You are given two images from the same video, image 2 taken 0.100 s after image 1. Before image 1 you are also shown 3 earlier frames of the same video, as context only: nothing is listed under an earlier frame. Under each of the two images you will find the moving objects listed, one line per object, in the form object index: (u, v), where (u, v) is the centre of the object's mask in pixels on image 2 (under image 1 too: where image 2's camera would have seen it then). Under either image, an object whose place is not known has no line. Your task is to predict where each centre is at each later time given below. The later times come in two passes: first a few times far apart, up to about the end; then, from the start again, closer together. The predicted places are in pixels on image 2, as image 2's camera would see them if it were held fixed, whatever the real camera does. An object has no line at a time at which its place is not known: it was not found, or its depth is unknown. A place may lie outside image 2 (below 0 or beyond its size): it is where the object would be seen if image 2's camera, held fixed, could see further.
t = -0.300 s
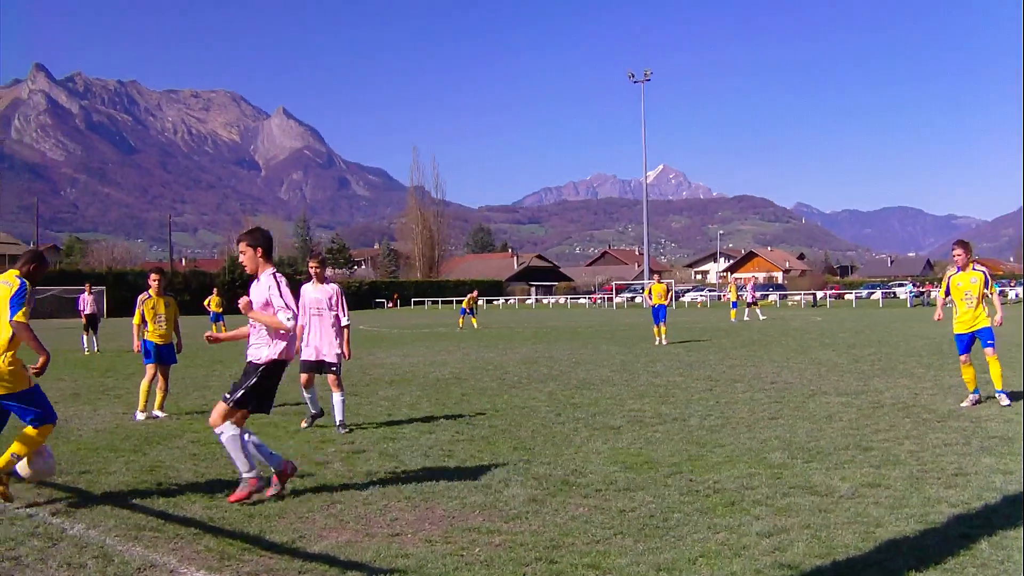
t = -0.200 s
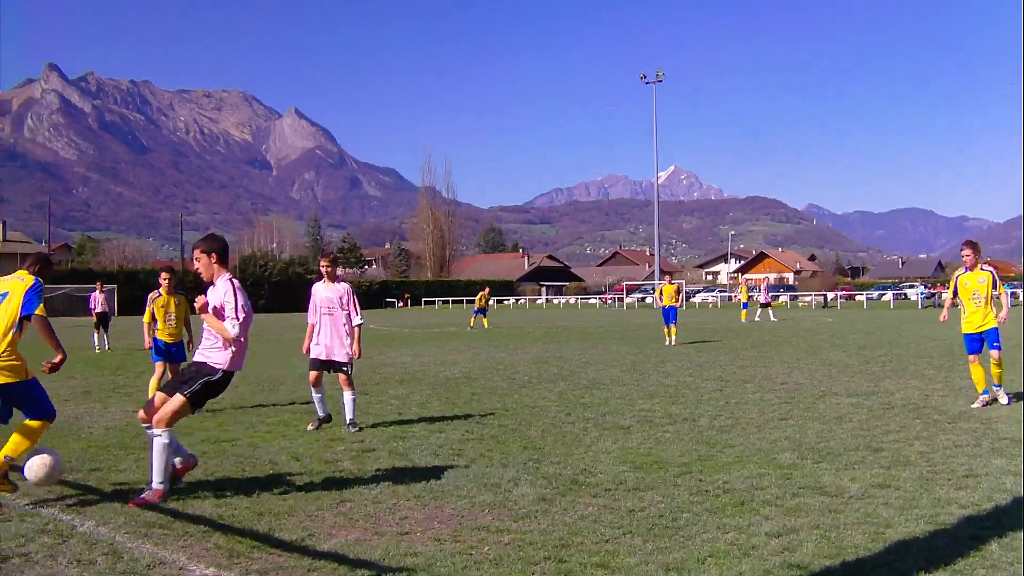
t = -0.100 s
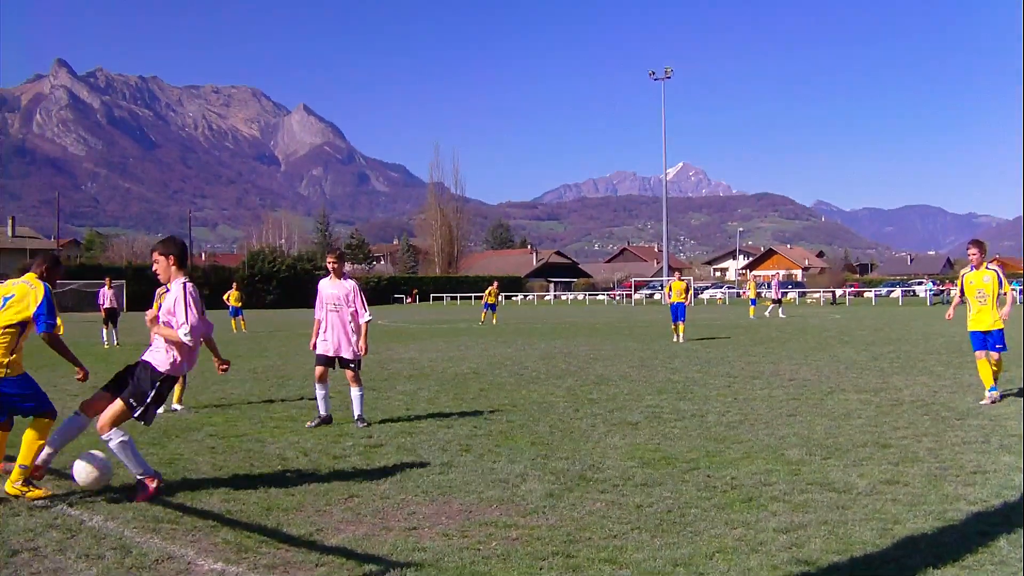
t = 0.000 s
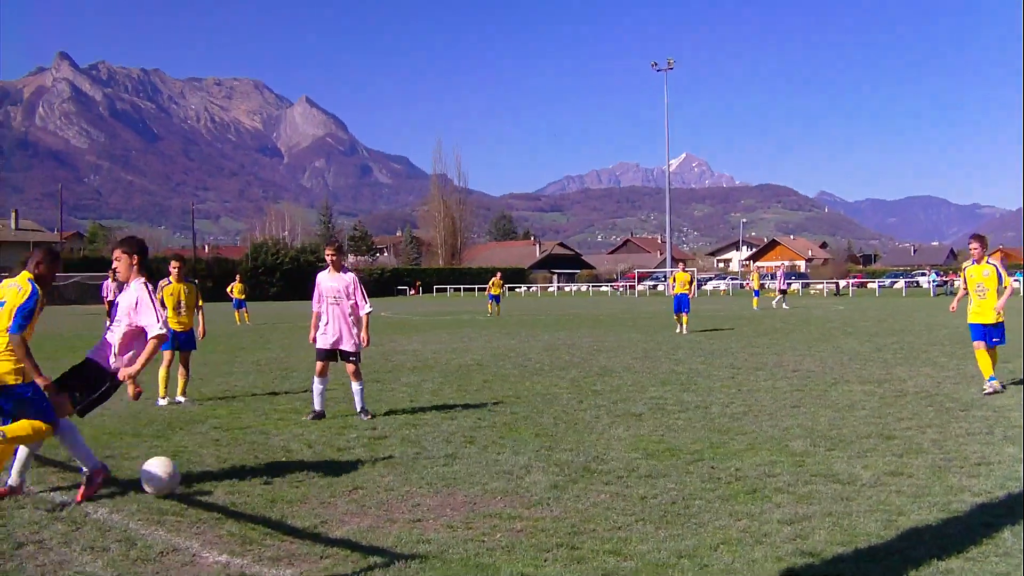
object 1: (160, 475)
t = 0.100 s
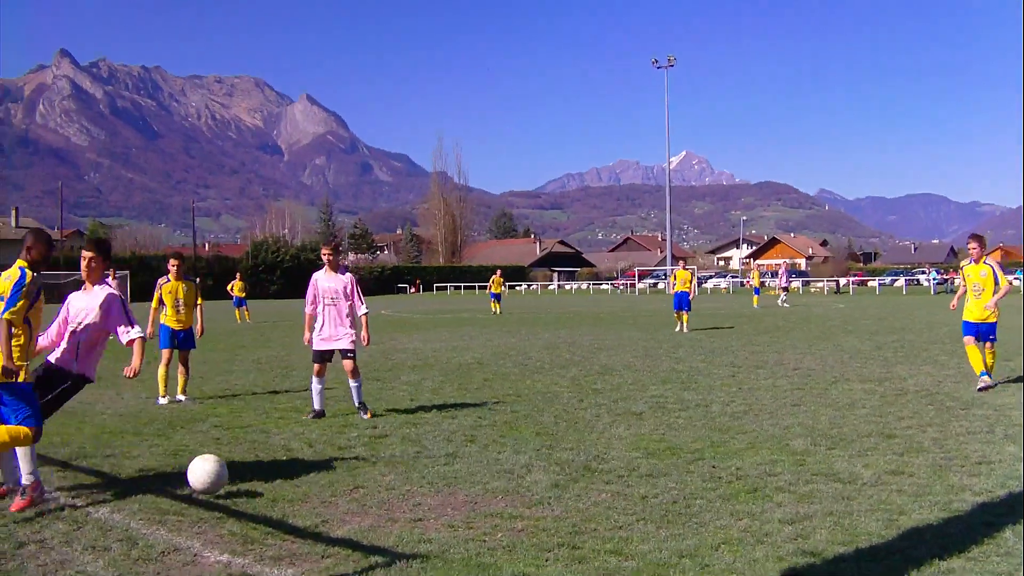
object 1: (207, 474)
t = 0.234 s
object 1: (258, 481)
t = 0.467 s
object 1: (353, 486)
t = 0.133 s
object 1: (222, 474)
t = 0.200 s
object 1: (246, 477)
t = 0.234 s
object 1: (258, 481)
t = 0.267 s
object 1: (272, 484)
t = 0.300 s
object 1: (285, 482)
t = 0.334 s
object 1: (298, 482)
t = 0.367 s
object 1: (313, 483)
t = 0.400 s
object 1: (327, 485)
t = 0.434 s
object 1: (341, 490)
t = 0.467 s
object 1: (353, 486)
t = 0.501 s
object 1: (366, 483)
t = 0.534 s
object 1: (379, 483)
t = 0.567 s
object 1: (391, 482)
